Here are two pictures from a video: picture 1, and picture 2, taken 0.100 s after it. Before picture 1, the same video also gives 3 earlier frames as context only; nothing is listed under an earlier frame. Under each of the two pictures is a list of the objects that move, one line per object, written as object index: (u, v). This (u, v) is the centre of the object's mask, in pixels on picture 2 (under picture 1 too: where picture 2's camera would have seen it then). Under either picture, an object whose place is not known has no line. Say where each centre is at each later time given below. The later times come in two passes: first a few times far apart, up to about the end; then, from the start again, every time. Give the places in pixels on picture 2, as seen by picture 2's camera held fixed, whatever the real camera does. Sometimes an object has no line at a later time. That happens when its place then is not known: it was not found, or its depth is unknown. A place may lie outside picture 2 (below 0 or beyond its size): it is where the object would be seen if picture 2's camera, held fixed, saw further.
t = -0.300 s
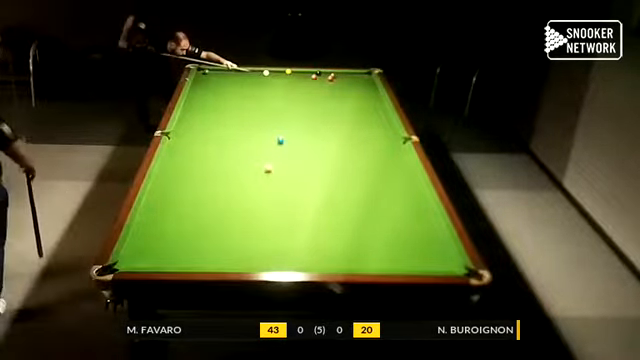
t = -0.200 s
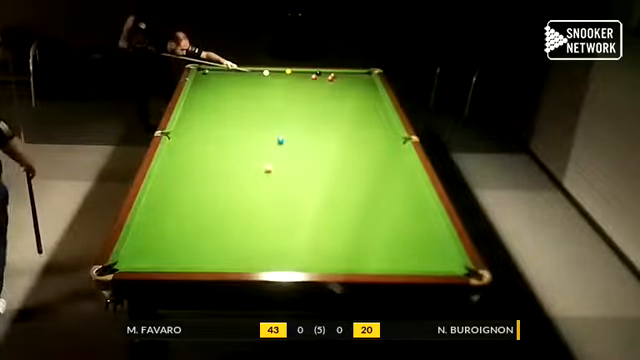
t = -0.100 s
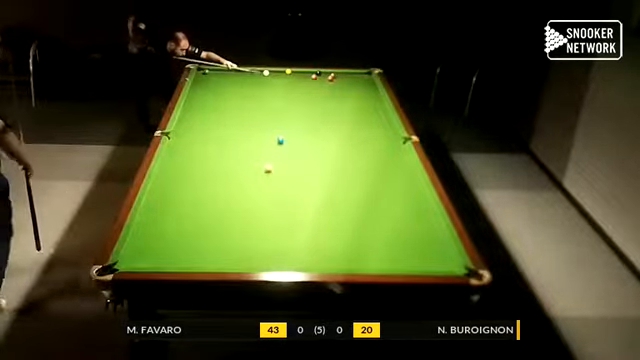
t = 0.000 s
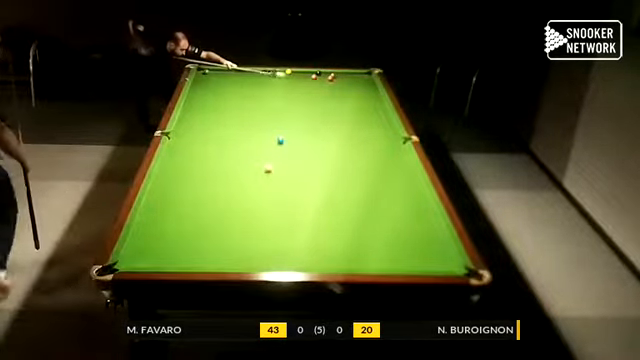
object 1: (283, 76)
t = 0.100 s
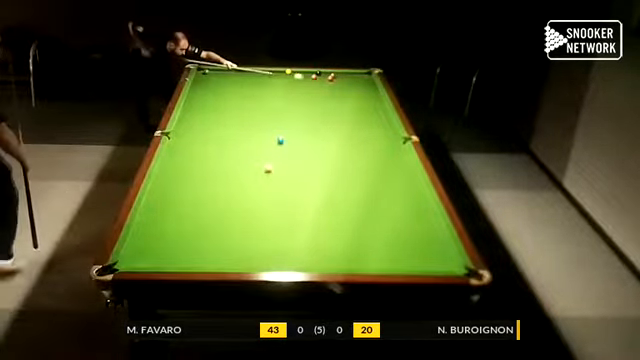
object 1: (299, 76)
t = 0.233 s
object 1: (314, 79)
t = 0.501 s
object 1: (340, 88)
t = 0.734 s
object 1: (363, 95)
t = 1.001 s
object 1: (376, 104)
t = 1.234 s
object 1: (363, 110)
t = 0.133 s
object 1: (304, 77)
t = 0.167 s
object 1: (308, 77)
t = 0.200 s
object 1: (311, 78)
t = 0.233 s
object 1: (314, 79)
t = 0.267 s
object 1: (317, 81)
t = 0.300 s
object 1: (320, 82)
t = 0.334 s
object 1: (324, 83)
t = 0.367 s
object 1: (327, 84)
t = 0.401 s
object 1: (330, 85)
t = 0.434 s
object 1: (333, 85)
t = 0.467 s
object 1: (337, 87)
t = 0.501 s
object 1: (340, 88)
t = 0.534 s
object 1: (343, 88)
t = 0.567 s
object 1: (347, 90)
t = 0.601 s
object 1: (350, 91)
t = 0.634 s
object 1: (353, 92)
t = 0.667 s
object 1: (357, 93)
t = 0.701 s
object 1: (360, 94)
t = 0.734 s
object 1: (363, 95)
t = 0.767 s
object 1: (367, 96)
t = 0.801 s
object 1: (370, 97)
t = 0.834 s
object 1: (374, 98)
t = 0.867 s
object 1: (377, 99)
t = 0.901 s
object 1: (380, 100)
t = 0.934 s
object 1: (379, 101)
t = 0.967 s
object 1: (377, 102)
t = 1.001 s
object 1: (376, 104)
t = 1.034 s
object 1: (373, 104)
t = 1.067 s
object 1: (371, 105)
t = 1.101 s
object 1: (370, 107)
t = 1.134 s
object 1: (368, 108)
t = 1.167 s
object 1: (367, 109)
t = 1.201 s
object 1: (364, 110)
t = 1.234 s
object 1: (363, 110)
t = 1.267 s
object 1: (362, 112)
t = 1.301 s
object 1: (360, 113)
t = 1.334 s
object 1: (358, 114)
